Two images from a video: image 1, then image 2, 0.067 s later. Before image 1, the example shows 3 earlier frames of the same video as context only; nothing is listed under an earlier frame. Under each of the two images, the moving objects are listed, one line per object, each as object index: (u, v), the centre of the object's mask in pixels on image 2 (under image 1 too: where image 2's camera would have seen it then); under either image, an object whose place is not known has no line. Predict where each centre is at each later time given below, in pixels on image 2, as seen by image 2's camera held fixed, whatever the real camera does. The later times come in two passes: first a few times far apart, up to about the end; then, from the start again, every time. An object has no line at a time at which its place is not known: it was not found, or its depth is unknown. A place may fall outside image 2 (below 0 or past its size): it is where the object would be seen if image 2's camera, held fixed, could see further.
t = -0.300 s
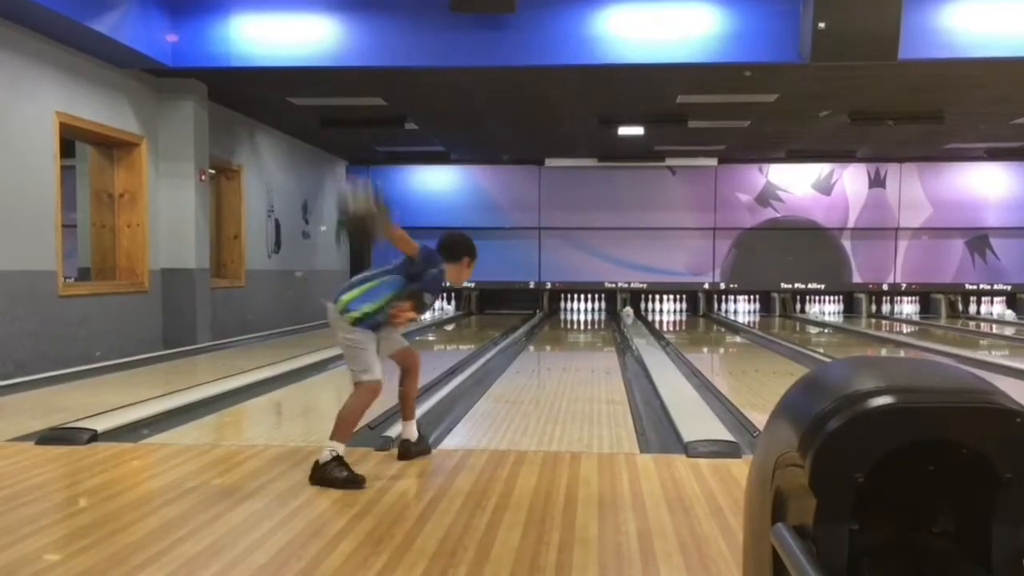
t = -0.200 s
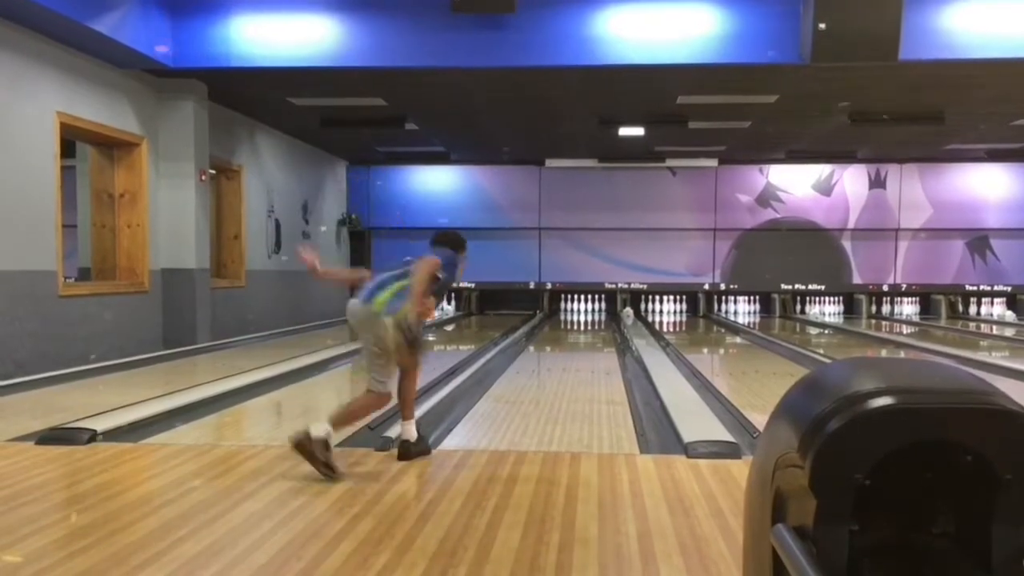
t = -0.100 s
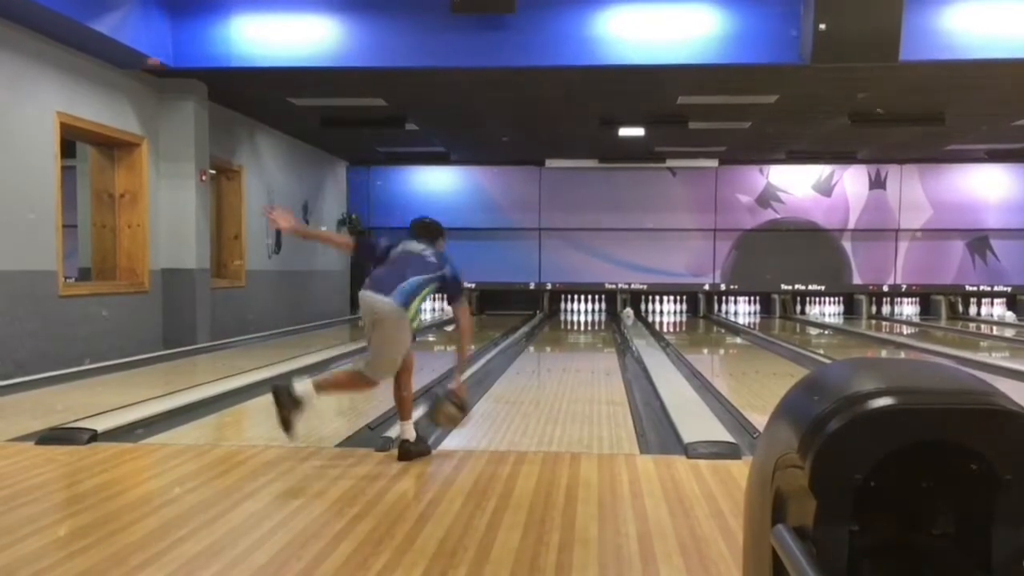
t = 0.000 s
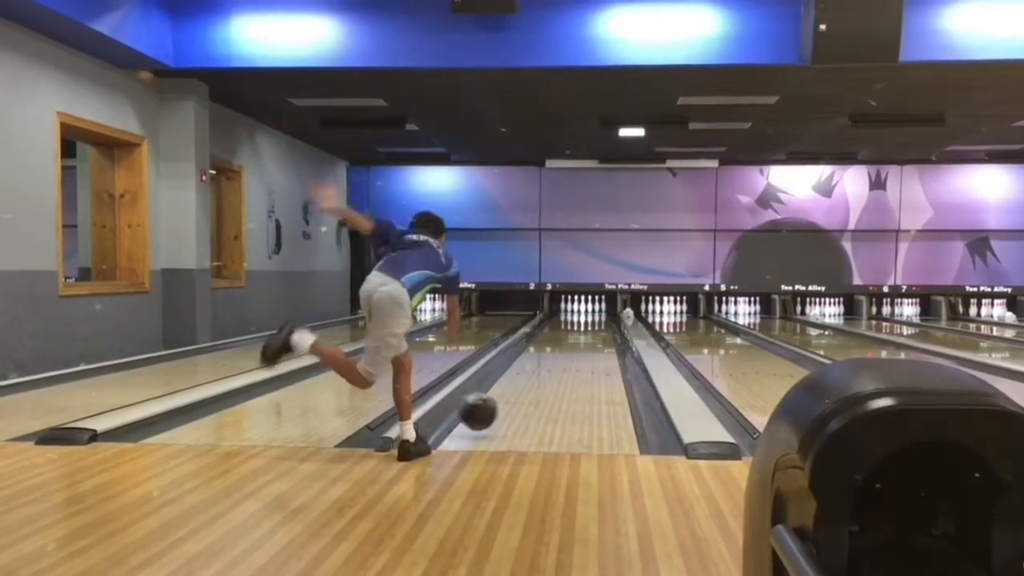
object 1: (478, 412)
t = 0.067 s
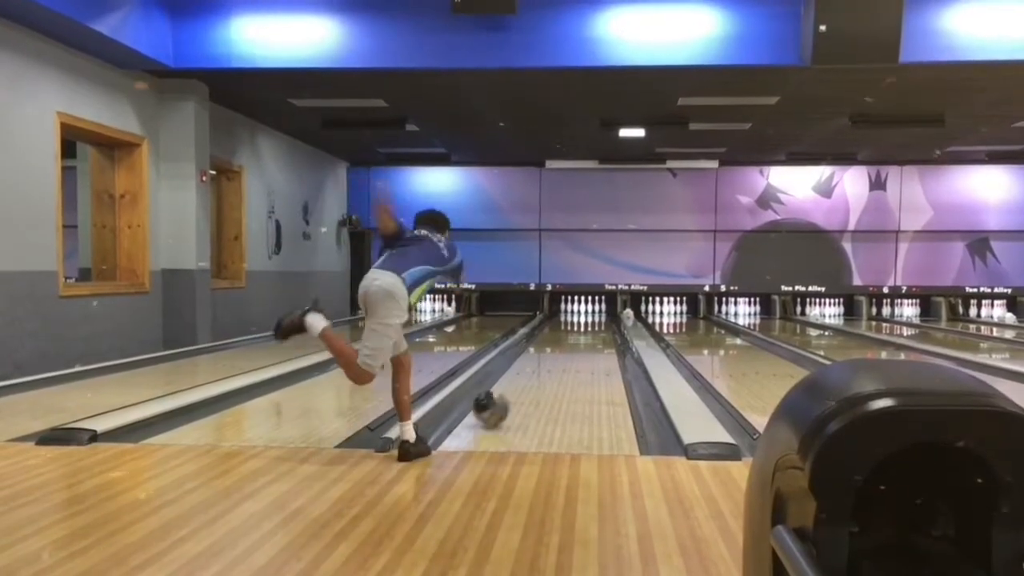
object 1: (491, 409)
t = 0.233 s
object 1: (516, 390)
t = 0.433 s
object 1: (536, 372)
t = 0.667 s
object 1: (555, 357)
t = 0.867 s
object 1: (564, 349)
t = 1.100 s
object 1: (575, 340)
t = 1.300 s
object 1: (580, 334)
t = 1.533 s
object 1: (585, 328)
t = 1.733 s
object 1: (589, 324)
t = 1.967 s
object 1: (593, 321)
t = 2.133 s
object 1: (591, 318)
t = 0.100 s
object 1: (497, 404)
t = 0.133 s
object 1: (502, 401)
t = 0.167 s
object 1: (507, 397)
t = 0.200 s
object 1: (511, 393)
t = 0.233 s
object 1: (516, 390)
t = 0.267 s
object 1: (519, 386)
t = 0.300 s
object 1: (524, 384)
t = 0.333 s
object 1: (527, 380)
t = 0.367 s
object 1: (530, 378)
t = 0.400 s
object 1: (534, 374)
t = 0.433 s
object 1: (536, 372)
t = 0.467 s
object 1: (540, 370)
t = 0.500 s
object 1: (543, 367)
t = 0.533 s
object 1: (545, 366)
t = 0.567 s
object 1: (547, 363)
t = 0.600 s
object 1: (550, 361)
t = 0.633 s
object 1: (553, 360)
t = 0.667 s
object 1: (555, 357)
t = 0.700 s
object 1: (557, 356)
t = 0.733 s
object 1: (559, 354)
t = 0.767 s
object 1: (560, 353)
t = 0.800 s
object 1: (563, 351)
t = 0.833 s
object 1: (564, 350)
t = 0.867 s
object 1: (564, 349)
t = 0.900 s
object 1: (566, 347)
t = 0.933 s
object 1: (569, 346)
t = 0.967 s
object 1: (570, 343)
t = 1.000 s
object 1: (571, 343)
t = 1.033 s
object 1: (572, 343)
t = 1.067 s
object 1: (574, 341)
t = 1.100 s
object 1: (575, 340)
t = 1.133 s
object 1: (575, 339)
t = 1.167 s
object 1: (577, 337)
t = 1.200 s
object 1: (578, 337)
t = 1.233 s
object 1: (579, 336)
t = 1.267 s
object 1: (580, 335)
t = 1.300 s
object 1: (580, 334)
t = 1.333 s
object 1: (579, 332)
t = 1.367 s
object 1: (582, 332)
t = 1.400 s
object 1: (584, 331)
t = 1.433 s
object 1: (584, 330)
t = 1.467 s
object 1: (585, 329)
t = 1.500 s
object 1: (584, 328)
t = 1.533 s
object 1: (585, 328)
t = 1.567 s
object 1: (586, 326)
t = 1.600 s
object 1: (587, 325)
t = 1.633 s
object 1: (588, 325)
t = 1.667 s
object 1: (589, 325)
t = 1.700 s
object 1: (589, 325)
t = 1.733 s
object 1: (589, 324)
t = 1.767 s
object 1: (591, 323)
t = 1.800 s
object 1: (592, 323)
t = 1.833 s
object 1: (591, 322)
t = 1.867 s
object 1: (592, 322)
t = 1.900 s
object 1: (592, 322)
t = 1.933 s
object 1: (593, 320)
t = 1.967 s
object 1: (593, 321)
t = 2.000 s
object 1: (592, 320)
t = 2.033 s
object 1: (594, 319)
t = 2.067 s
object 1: (592, 319)
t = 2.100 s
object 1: (590, 320)
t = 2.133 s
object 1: (591, 318)
